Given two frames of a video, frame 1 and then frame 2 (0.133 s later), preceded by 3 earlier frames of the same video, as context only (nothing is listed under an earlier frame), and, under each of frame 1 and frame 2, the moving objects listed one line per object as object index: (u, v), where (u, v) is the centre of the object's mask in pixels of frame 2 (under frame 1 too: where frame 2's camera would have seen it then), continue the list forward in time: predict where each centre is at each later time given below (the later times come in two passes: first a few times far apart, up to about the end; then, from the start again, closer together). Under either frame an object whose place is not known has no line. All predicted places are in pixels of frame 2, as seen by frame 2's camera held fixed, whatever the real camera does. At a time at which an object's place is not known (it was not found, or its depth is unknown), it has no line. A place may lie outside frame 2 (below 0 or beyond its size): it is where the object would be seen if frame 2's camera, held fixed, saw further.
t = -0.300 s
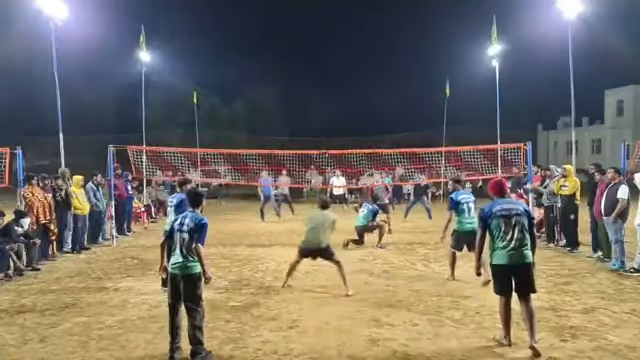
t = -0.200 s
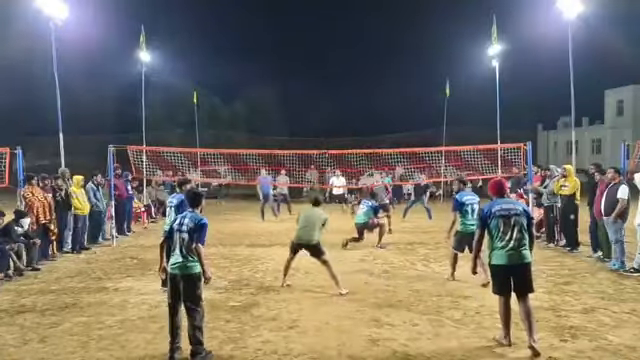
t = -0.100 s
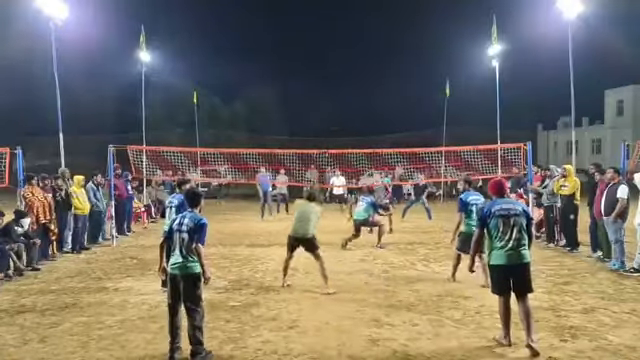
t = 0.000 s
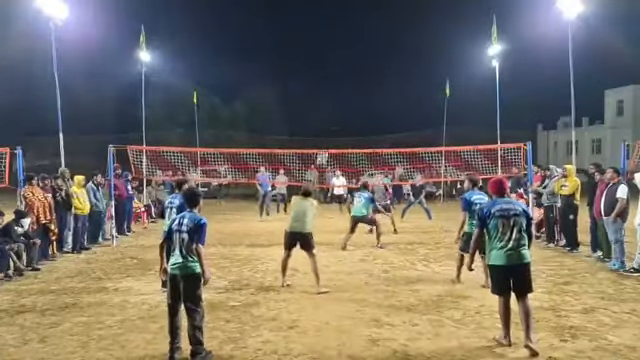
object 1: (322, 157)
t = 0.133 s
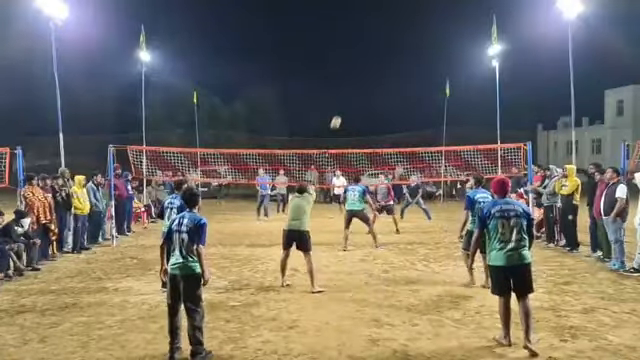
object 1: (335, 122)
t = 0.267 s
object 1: (346, 100)
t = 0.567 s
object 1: (366, 87)
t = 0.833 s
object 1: (379, 104)
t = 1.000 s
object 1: (385, 123)
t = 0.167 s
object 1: (338, 116)
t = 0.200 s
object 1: (341, 110)
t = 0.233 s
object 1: (344, 104)
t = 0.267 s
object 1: (346, 100)
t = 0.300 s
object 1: (349, 97)
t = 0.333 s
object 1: (351, 93)
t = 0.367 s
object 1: (354, 91)
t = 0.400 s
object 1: (356, 89)
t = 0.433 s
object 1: (358, 88)
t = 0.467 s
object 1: (360, 87)
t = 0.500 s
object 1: (362, 86)
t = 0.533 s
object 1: (364, 86)
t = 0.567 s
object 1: (366, 87)
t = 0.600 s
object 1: (368, 87)
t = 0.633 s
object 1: (370, 89)
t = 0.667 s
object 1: (371, 90)
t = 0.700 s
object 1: (373, 92)
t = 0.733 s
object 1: (375, 95)
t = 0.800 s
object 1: (376, 97)
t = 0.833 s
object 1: (379, 104)
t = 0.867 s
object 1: (380, 106)
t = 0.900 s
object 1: (381, 110)
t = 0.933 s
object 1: (382, 114)
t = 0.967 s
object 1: (384, 118)
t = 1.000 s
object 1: (385, 123)
